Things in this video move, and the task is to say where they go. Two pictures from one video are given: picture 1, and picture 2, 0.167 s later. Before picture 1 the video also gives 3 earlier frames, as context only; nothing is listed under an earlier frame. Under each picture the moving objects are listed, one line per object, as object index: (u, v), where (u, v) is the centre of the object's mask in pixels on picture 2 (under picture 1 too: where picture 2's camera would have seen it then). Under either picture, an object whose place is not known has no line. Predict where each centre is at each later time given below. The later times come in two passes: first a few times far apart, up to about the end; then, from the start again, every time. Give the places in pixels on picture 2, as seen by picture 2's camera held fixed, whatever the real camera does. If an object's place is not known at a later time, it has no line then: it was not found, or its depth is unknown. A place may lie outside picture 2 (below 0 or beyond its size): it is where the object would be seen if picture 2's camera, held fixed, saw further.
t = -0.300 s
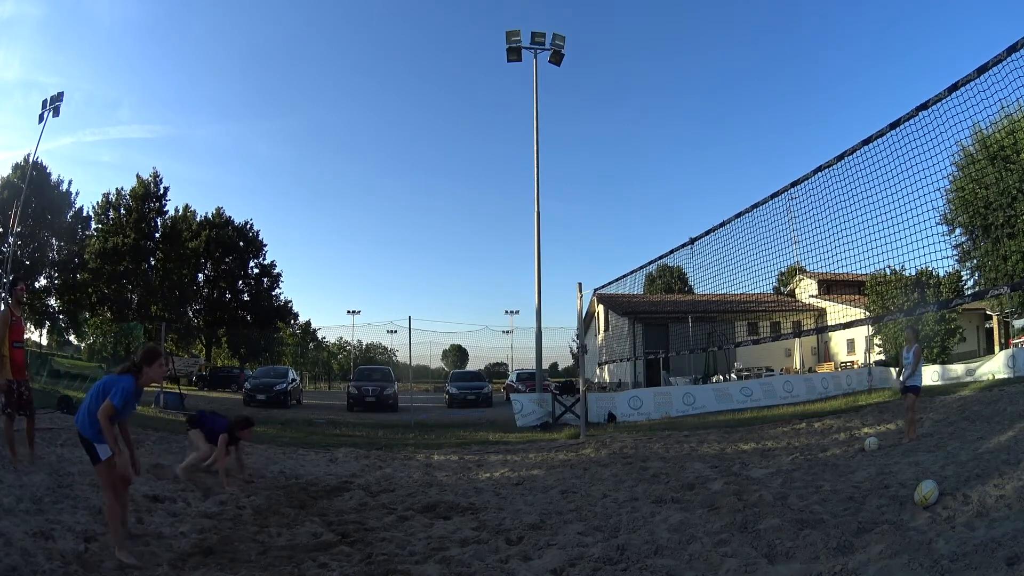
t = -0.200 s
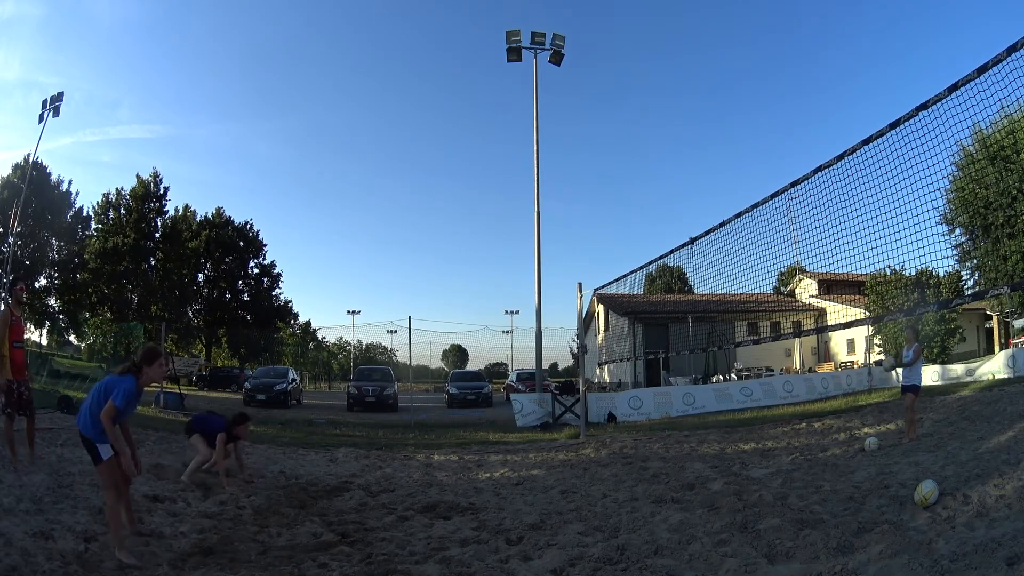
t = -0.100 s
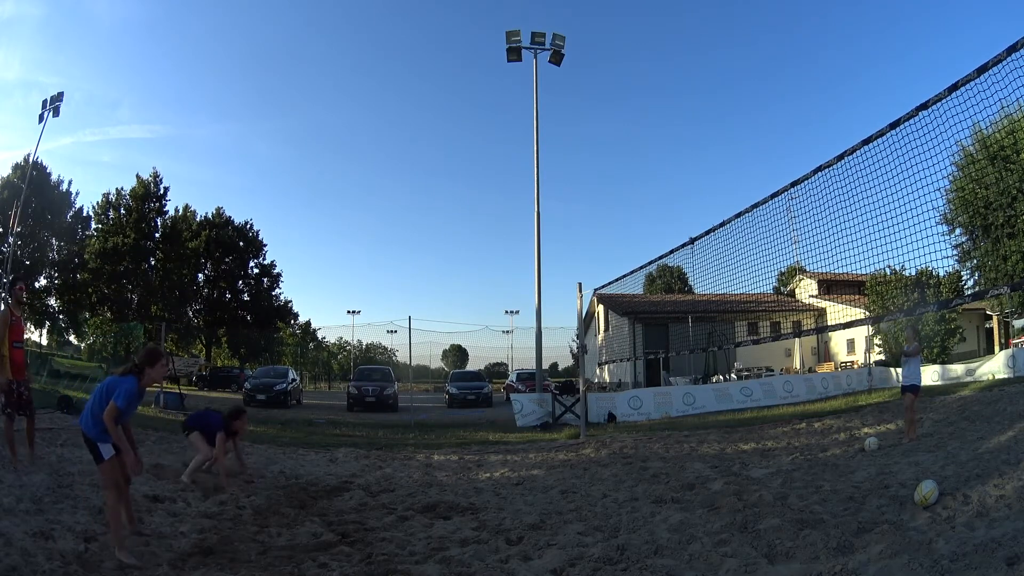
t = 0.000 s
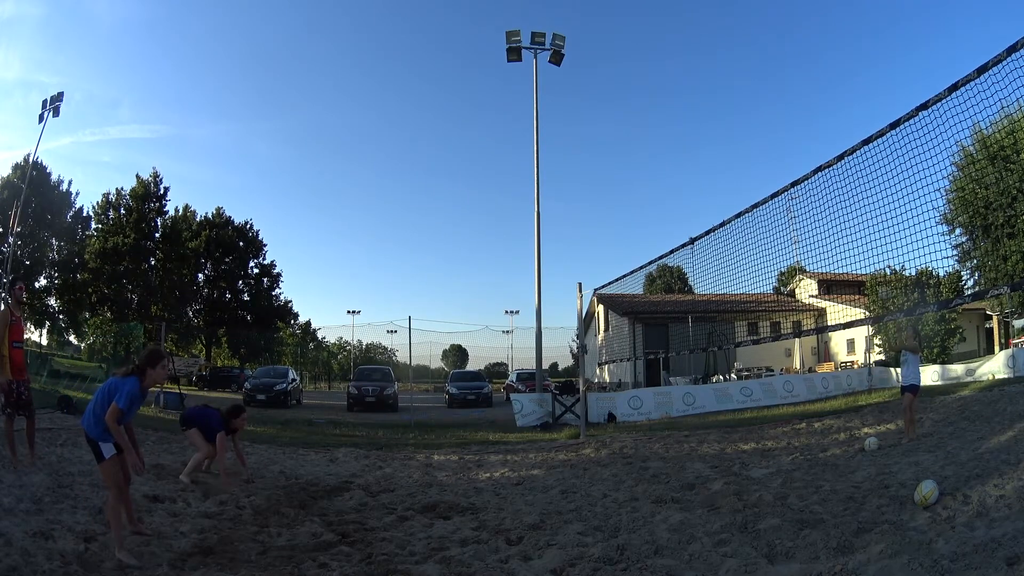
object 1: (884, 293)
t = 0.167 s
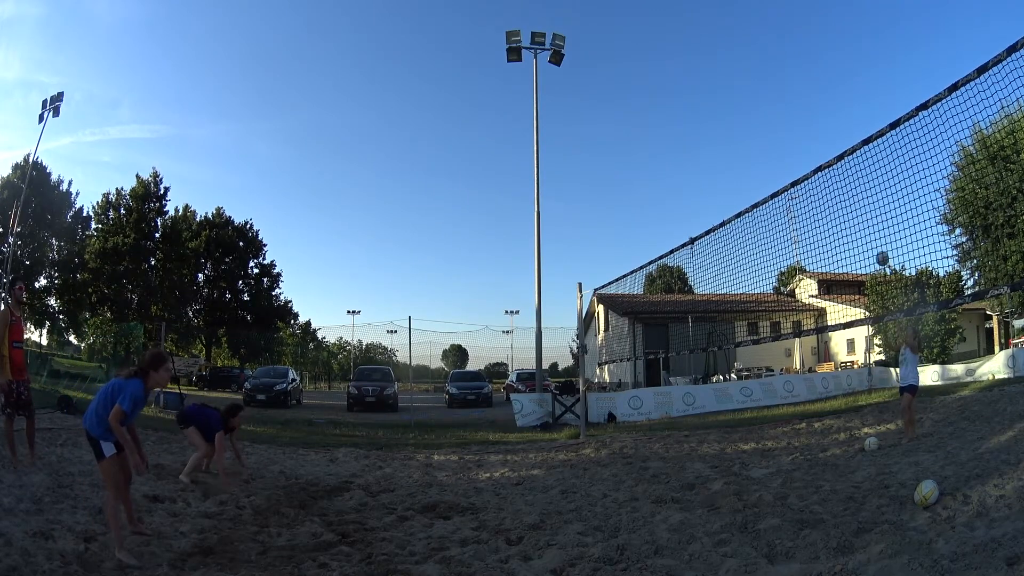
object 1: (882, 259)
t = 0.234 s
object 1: (882, 250)
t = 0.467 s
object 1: (883, 242)
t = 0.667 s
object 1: (889, 264)
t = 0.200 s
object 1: (882, 254)
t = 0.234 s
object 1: (882, 250)
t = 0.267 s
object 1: (881, 246)
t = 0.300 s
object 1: (881, 243)
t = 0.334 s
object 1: (881, 242)
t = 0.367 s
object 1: (881, 241)
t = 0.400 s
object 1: (882, 241)
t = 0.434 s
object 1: (882, 241)
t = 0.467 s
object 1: (883, 242)
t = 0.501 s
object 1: (884, 243)
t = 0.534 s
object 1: (885, 246)
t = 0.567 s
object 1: (886, 249)
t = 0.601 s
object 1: (887, 253)
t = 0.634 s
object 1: (888, 258)
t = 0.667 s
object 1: (889, 264)
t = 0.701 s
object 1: (890, 268)
